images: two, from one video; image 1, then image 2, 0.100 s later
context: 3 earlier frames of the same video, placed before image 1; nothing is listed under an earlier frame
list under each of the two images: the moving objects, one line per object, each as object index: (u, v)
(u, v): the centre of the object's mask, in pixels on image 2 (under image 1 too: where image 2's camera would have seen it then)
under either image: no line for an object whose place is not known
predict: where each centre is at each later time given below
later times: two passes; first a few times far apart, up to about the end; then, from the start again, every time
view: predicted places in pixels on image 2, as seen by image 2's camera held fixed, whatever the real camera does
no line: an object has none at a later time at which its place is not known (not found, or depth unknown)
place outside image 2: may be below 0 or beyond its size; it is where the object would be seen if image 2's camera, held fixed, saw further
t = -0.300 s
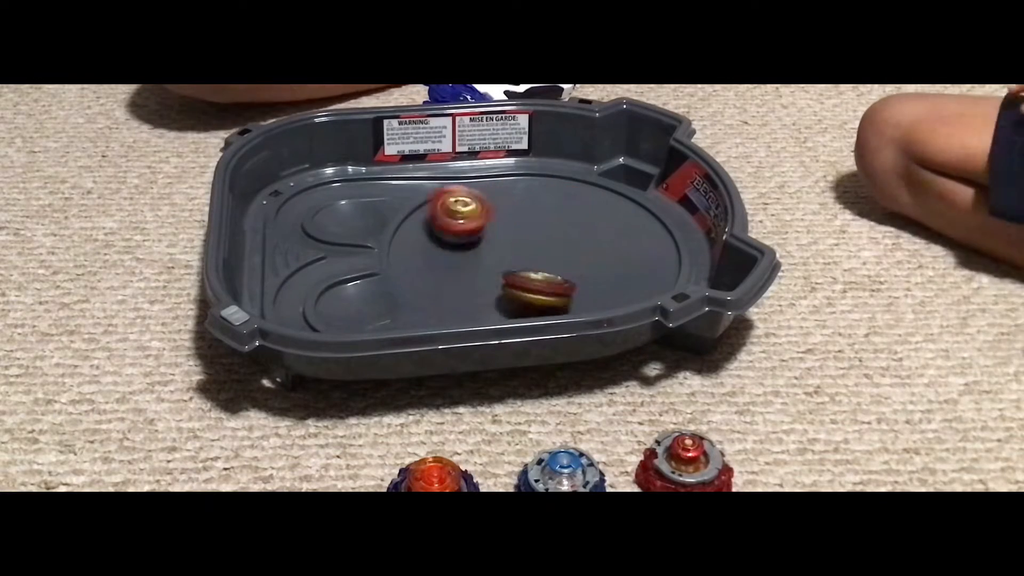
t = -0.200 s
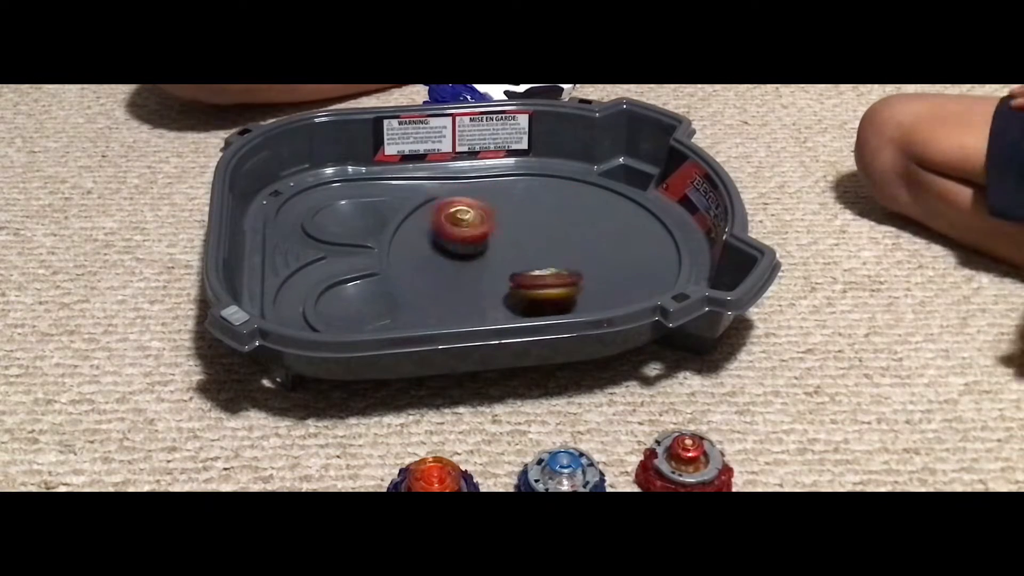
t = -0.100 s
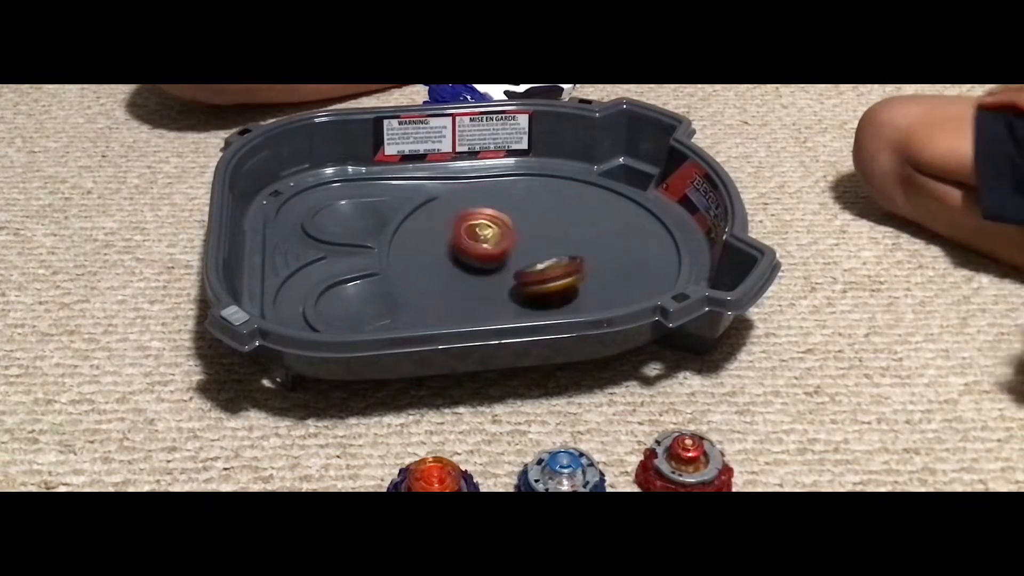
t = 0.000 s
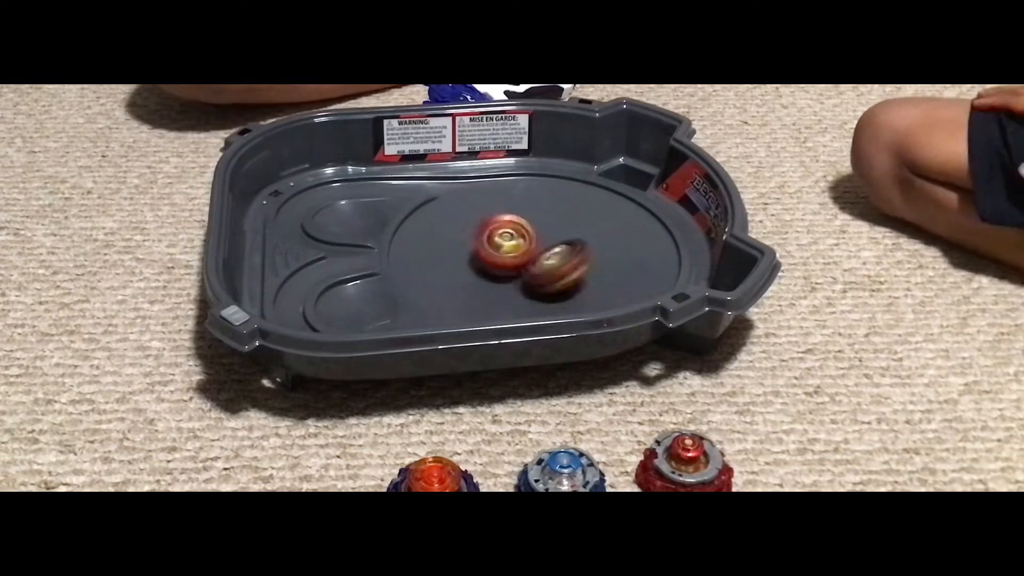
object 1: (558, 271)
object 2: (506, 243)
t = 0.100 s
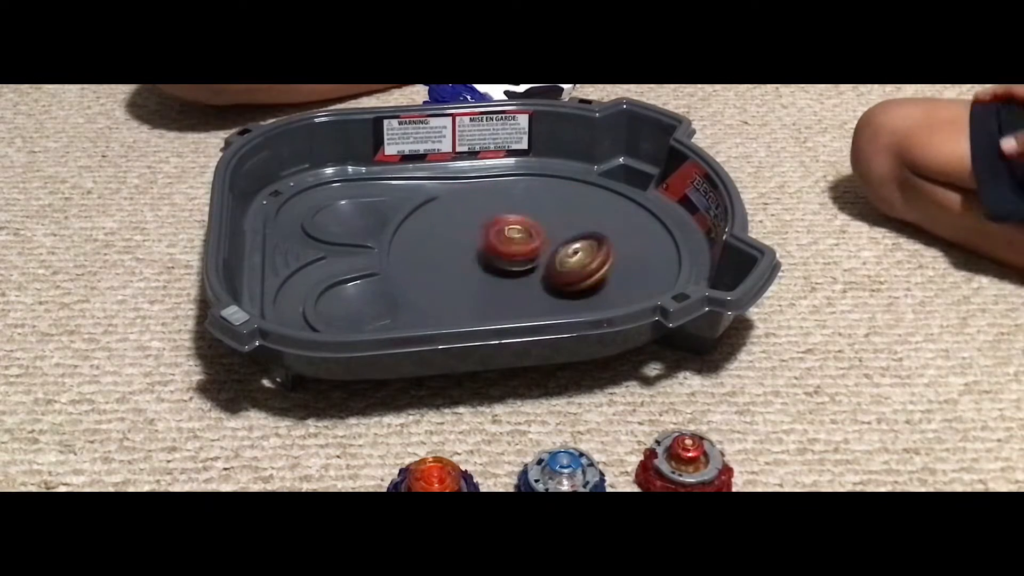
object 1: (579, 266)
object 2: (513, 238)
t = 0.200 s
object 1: (581, 259)
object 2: (520, 235)
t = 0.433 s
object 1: (579, 257)
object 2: (490, 227)
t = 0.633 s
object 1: (550, 259)
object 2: (485, 236)
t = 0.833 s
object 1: (558, 271)
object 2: (471, 239)
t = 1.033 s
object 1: (556, 267)
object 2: (487, 248)
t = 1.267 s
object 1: (567, 253)
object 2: (490, 248)
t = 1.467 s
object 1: (573, 250)
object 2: (479, 249)
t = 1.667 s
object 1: (566, 255)
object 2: (479, 249)
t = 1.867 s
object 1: (570, 258)
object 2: (488, 249)
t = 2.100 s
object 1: (562, 252)
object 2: (490, 249)
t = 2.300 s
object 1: (565, 251)
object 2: (489, 250)
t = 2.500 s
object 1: (563, 256)
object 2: (495, 251)
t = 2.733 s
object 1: (558, 253)
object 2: (491, 255)
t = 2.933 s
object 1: (559, 250)
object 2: (494, 256)
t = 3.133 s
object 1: (565, 250)
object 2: (504, 256)
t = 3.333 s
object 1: (562, 246)
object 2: (502, 255)
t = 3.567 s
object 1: (563, 243)
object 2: (495, 251)
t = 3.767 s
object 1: (569, 240)
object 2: (479, 251)
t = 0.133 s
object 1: (580, 263)
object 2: (518, 239)
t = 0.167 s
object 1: (579, 261)
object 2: (521, 239)
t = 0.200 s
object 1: (581, 259)
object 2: (520, 235)
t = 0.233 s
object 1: (588, 259)
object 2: (513, 232)
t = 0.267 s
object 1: (592, 257)
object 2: (512, 232)
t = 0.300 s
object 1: (593, 257)
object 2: (504, 229)
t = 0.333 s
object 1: (592, 256)
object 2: (501, 227)
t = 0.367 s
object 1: (588, 256)
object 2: (496, 227)
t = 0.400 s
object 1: (584, 256)
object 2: (493, 226)
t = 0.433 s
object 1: (579, 257)
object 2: (490, 227)
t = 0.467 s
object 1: (573, 257)
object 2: (488, 228)
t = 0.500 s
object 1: (566, 258)
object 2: (485, 229)
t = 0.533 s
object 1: (561, 258)
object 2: (486, 230)
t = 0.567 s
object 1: (555, 259)
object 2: (485, 232)
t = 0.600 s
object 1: (552, 258)
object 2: (485, 232)
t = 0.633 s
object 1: (550, 259)
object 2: (485, 236)
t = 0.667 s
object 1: (553, 264)
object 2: (479, 232)
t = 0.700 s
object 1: (556, 266)
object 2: (478, 235)
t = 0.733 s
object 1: (557, 268)
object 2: (472, 235)
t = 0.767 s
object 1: (557, 268)
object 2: (471, 234)
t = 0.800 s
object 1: (558, 270)
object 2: (471, 237)
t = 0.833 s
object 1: (558, 271)
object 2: (471, 239)
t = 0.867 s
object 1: (558, 271)
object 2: (471, 239)
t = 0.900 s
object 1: (558, 271)
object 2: (473, 242)
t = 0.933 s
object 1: (558, 271)
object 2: (476, 242)
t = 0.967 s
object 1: (558, 270)
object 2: (477, 244)
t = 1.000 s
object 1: (557, 269)
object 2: (486, 247)
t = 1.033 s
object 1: (556, 267)
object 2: (487, 248)
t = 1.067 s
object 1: (557, 265)
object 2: (494, 249)
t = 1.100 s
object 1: (557, 263)
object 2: (499, 248)
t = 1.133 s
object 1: (561, 260)
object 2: (498, 249)
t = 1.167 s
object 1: (564, 257)
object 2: (498, 250)
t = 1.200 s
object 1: (567, 255)
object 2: (492, 248)
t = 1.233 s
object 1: (568, 254)
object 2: (492, 249)
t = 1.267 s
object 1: (567, 253)
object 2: (490, 248)
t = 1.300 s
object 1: (565, 252)
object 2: (490, 248)
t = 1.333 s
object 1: (562, 252)
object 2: (492, 249)
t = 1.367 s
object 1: (559, 253)
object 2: (491, 248)
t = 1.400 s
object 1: (563, 252)
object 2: (486, 250)
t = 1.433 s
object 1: (569, 251)
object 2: (480, 248)
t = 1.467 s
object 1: (573, 250)
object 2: (479, 249)
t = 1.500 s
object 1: (576, 249)
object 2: (477, 249)
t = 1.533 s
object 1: (575, 251)
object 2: (473, 248)
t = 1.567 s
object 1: (574, 251)
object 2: (476, 251)
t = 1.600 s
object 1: (572, 253)
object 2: (474, 248)
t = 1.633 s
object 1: (569, 253)
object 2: (477, 249)
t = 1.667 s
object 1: (566, 255)
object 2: (479, 249)
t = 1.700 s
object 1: (564, 257)
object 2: (481, 250)
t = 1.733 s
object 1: (561, 258)
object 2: (487, 251)
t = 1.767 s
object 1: (560, 259)
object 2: (489, 252)
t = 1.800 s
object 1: (560, 259)
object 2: (492, 251)
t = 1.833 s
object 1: (566, 259)
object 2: (488, 250)
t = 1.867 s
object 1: (570, 258)
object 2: (488, 249)
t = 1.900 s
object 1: (572, 257)
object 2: (484, 248)
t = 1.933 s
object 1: (573, 256)
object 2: (486, 248)
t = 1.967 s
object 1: (572, 255)
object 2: (483, 248)
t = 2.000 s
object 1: (570, 254)
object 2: (487, 249)
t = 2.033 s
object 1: (567, 253)
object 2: (484, 248)
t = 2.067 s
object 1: (565, 252)
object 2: (488, 248)
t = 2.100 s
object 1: (562, 252)
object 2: (490, 249)
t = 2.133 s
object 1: (559, 253)
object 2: (491, 248)
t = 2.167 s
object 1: (557, 252)
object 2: (492, 247)
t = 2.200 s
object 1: (559, 253)
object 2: (492, 246)
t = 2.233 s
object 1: (561, 253)
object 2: (491, 248)
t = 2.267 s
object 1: (563, 253)
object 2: (488, 247)
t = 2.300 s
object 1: (565, 251)
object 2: (489, 250)
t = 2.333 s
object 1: (564, 250)
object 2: (488, 249)
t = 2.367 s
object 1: (562, 254)
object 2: (493, 252)
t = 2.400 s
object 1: (561, 255)
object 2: (493, 250)
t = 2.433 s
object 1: (561, 255)
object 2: (495, 250)
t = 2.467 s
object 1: (562, 256)
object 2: (495, 251)
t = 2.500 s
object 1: (563, 256)
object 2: (495, 251)
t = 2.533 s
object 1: (563, 256)
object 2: (495, 252)
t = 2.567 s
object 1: (563, 256)
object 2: (498, 253)
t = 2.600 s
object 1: (563, 255)
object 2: (494, 254)
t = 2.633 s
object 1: (563, 254)
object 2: (492, 252)
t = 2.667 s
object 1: (562, 254)
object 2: (496, 256)
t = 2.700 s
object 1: (560, 253)
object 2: (493, 255)
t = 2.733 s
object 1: (558, 253)
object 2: (491, 255)
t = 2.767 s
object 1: (556, 252)
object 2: (491, 255)
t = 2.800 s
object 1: (556, 253)
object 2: (497, 256)
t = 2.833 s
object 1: (555, 253)
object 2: (493, 257)
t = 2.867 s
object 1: (554, 252)
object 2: (495, 255)
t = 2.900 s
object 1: (557, 251)
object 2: (493, 256)
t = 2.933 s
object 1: (559, 250)
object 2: (494, 256)
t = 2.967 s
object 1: (560, 250)
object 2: (495, 257)
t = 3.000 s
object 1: (560, 249)
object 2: (496, 257)
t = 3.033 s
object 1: (561, 249)
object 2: (500, 258)
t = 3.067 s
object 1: (562, 249)
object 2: (502, 257)
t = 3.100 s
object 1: (563, 250)
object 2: (505, 256)
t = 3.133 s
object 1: (565, 250)
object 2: (504, 256)
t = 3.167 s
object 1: (565, 249)
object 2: (502, 255)
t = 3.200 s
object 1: (566, 249)
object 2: (501, 256)
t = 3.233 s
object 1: (566, 248)
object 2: (500, 257)
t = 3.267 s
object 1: (566, 247)
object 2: (502, 256)
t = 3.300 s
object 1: (564, 247)
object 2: (500, 256)
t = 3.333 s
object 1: (562, 246)
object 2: (502, 255)
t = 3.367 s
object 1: (559, 245)
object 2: (503, 257)
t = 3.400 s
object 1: (557, 245)
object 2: (503, 255)
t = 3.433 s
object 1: (559, 244)
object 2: (506, 255)
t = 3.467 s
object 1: (558, 244)
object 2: (503, 255)
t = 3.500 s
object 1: (559, 244)
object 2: (503, 252)
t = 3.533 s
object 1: (561, 243)
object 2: (502, 251)
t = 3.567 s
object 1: (563, 243)
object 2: (495, 251)
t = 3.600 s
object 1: (567, 242)
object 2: (490, 249)
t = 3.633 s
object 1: (569, 242)
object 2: (489, 248)
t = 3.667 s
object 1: (570, 241)
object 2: (485, 249)
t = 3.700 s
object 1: (569, 242)
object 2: (484, 249)
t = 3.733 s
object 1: (568, 242)
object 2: (484, 252)
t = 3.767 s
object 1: (569, 240)
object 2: (479, 251)
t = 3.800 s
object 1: (566, 241)
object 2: (477, 250)
